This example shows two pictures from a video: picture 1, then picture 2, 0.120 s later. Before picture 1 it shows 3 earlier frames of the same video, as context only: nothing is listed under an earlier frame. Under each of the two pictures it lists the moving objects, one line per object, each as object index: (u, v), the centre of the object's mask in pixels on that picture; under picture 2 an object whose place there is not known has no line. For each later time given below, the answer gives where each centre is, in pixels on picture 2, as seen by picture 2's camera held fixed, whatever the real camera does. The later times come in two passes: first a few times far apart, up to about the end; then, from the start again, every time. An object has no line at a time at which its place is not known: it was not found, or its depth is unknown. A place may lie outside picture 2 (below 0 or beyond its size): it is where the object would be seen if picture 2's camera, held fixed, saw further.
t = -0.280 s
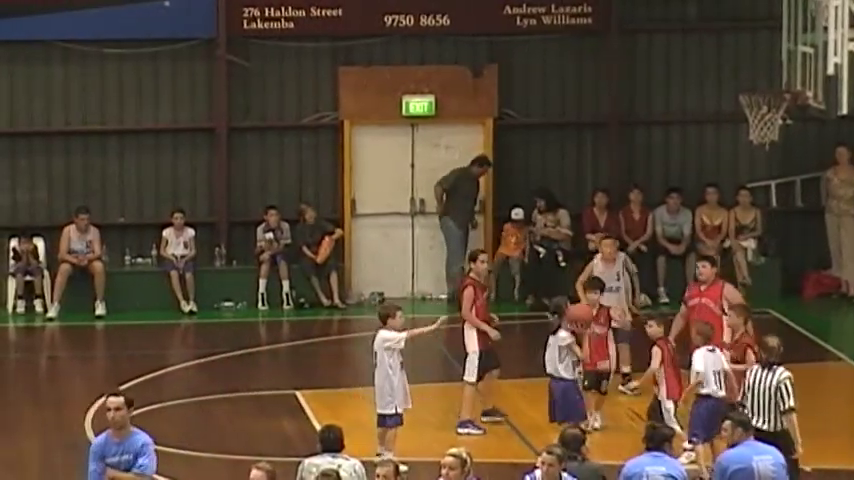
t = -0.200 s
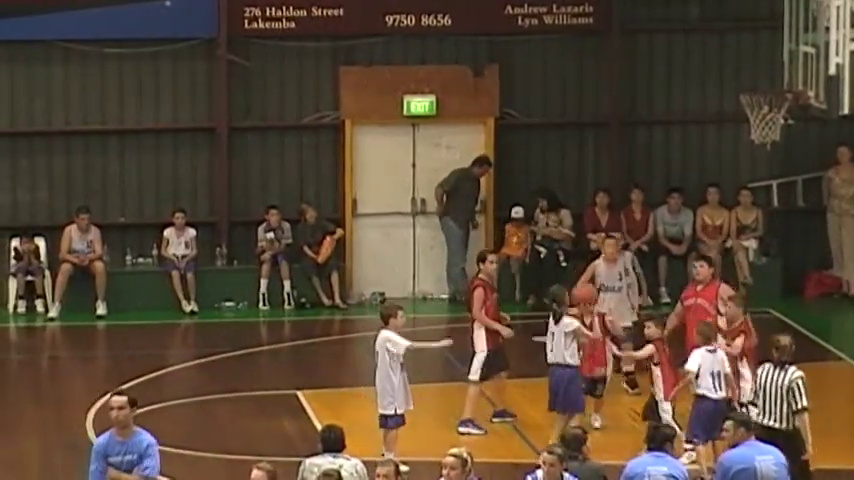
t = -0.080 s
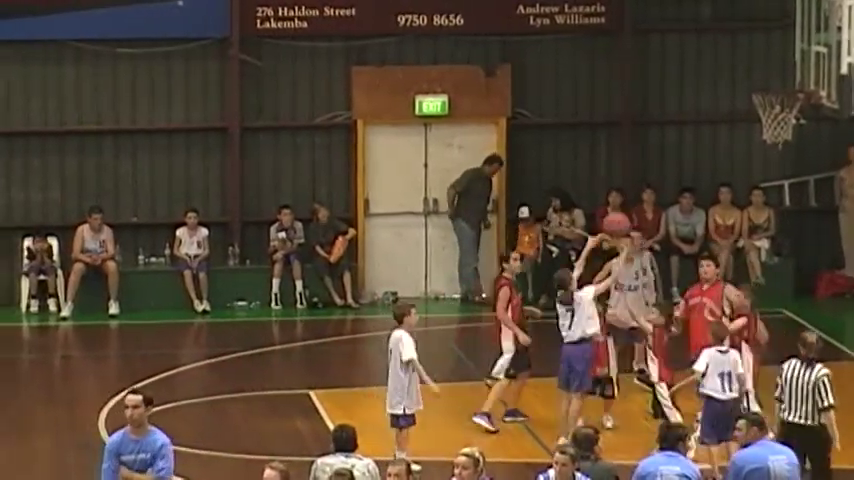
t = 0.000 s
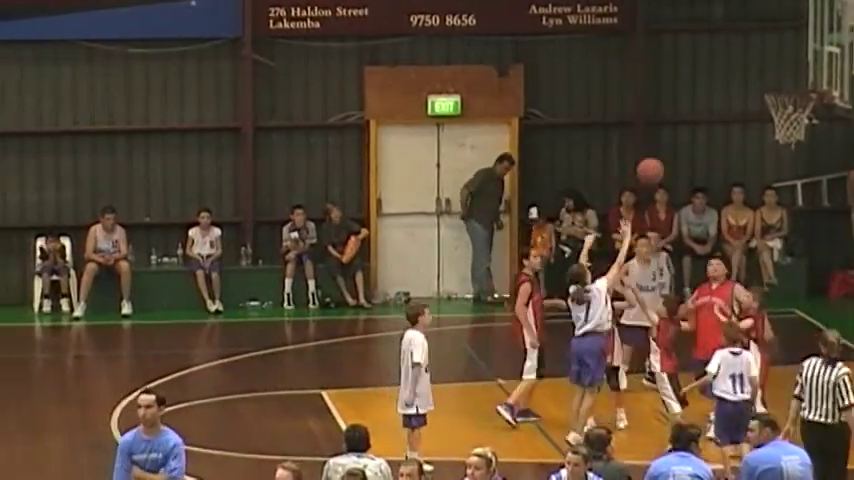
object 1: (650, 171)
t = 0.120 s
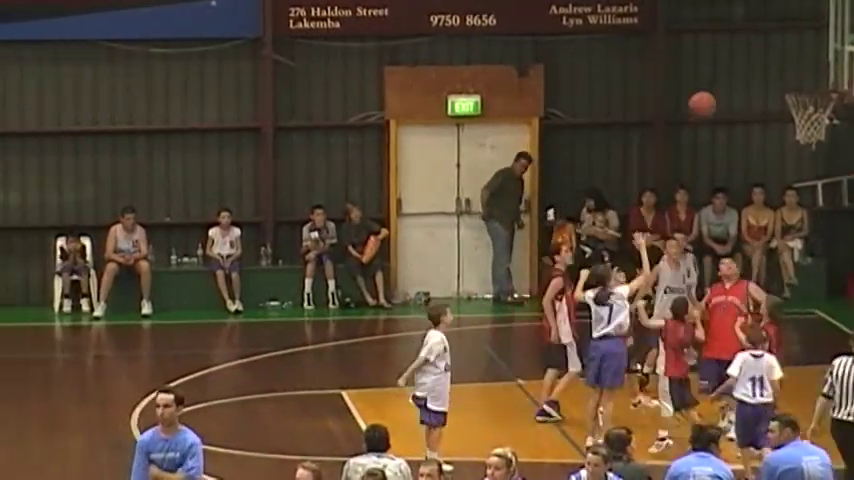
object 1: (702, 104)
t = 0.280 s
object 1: (742, 42)
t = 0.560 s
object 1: (809, 7)
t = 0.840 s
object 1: (818, 44)
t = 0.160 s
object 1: (712, 85)
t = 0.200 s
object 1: (723, 69)
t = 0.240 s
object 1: (732, 55)
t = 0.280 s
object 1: (742, 42)
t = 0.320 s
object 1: (751, 31)
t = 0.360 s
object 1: (761, 23)
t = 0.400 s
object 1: (771, 16)
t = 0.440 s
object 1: (781, 11)
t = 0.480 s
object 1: (790, 8)
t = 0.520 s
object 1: (799, 7)
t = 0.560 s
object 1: (809, 7)
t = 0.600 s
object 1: (817, 8)
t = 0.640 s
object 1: (826, 10)
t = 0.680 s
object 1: (835, 16)
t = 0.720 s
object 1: (843, 22)
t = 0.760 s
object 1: (841, 29)
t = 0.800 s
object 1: (830, 35)
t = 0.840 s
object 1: (818, 44)
